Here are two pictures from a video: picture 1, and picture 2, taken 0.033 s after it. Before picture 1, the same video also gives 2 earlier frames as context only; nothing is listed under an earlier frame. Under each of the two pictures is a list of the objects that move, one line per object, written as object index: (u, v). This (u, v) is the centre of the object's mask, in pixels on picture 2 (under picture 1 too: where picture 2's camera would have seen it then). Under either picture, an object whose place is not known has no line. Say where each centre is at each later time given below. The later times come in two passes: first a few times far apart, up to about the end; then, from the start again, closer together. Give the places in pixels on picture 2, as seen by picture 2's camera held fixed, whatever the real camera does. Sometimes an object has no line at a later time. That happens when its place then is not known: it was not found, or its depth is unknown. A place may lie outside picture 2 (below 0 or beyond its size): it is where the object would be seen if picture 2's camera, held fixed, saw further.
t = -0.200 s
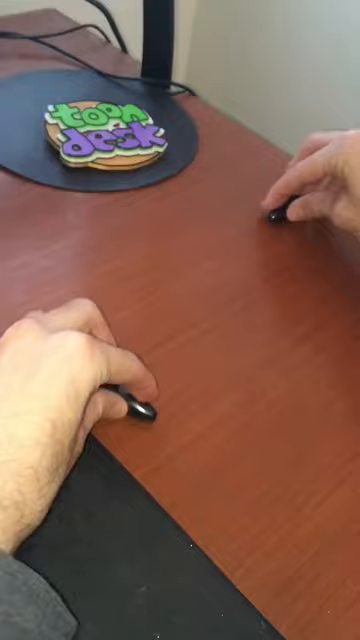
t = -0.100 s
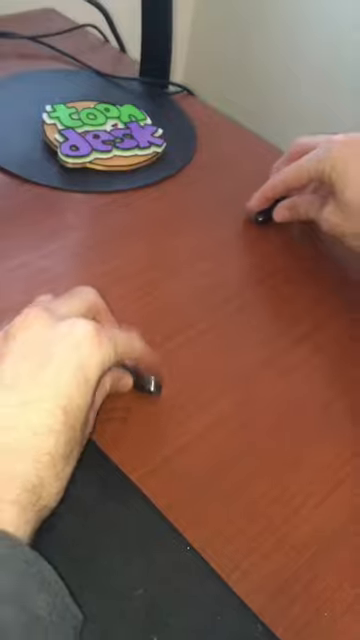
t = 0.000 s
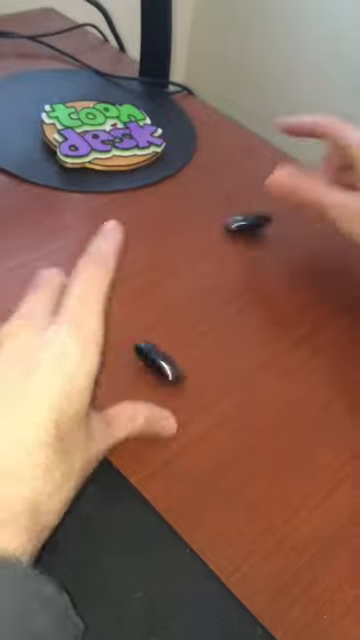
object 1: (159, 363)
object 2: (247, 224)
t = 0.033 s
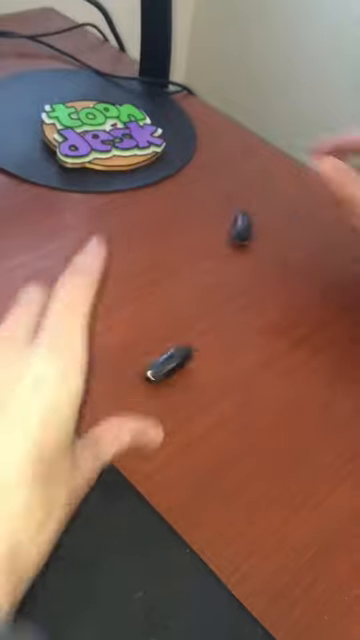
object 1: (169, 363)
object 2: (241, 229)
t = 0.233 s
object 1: (179, 365)
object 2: (230, 234)
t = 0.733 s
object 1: (181, 371)
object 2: (232, 235)
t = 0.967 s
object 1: (185, 374)
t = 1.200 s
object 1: (181, 376)
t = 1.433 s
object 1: (183, 380)
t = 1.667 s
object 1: (180, 383)
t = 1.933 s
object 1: (182, 385)
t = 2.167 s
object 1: (180, 385)
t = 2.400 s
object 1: (180, 384)
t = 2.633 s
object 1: (179, 384)
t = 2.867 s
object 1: (177, 386)
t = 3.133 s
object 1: (175, 385)
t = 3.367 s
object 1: (174, 384)
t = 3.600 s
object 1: (173, 384)
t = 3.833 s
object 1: (173, 384)
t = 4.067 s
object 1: (173, 383)
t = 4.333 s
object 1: (174, 384)
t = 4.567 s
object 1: (176, 388)
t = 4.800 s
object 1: (169, 388)
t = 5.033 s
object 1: (171, 387)
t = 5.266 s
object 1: (171, 388)
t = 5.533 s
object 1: (173, 387)
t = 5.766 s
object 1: (170, 389)
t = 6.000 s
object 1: (172, 387)
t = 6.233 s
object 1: (172, 388)
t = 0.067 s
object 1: (172, 362)
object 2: (239, 231)
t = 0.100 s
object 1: (175, 363)
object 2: (233, 233)
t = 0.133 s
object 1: (175, 364)
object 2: (232, 234)
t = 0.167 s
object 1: (176, 364)
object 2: (232, 234)
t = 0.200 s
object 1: (177, 365)
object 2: (233, 235)
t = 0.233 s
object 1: (179, 365)
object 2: (230, 234)
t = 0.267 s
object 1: (177, 363)
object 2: (230, 235)
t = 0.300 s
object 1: (177, 364)
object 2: (230, 235)
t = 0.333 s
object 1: (178, 365)
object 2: (231, 234)
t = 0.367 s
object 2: (231, 233)
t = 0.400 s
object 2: (231, 234)
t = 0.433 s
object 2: (232, 234)
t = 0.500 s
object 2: (232, 235)
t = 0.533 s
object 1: (181, 368)
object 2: (231, 235)
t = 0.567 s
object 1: (180, 368)
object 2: (231, 235)
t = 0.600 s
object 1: (182, 370)
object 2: (231, 235)
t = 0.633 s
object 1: (182, 370)
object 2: (231, 234)
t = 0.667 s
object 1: (182, 371)
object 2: (232, 234)
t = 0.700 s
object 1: (181, 370)
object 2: (231, 235)
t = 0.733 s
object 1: (181, 371)
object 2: (232, 235)
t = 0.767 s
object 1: (183, 372)
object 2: (231, 235)
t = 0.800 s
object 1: (183, 372)
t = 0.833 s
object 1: (183, 371)
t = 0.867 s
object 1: (184, 372)
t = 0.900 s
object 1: (183, 373)
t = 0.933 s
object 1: (185, 375)
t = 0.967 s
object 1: (185, 374)
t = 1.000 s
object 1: (184, 374)
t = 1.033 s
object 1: (183, 375)
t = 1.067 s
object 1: (183, 375)
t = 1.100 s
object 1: (183, 375)
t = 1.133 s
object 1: (183, 375)
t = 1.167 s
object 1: (181, 375)
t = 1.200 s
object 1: (181, 376)
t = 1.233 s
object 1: (182, 377)
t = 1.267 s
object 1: (182, 377)
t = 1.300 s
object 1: (182, 377)
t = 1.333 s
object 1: (182, 377)
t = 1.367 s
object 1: (181, 378)
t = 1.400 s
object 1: (183, 379)
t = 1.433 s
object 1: (183, 380)
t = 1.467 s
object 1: (182, 381)
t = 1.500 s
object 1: (181, 381)
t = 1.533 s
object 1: (181, 382)
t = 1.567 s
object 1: (181, 382)
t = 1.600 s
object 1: (181, 383)
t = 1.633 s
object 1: (180, 383)
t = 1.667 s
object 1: (180, 383)
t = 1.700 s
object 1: (180, 383)
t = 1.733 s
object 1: (180, 384)
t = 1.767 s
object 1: (182, 384)
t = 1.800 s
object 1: (182, 384)
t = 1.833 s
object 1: (182, 384)
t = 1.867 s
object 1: (181, 384)
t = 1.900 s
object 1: (182, 384)
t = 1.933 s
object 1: (182, 385)
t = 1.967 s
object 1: (182, 386)
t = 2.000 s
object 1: (182, 386)
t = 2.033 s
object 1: (181, 385)
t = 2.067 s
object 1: (181, 385)
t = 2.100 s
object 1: (180, 385)
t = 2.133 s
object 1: (180, 385)
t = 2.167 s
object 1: (180, 385)
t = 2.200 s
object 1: (180, 384)
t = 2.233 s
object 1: (180, 384)
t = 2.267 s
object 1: (179, 385)
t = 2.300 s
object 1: (179, 385)
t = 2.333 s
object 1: (179, 385)
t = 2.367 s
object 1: (180, 385)
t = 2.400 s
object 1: (180, 384)
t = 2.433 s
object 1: (179, 384)
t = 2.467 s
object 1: (179, 384)
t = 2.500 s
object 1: (179, 384)
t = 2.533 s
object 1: (179, 385)
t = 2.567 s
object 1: (179, 385)
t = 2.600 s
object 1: (179, 384)
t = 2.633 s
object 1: (179, 384)
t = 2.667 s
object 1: (178, 384)
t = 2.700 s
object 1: (177, 385)
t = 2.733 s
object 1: (178, 386)
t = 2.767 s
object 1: (179, 387)
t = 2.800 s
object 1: (178, 386)
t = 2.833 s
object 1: (178, 385)
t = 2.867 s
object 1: (177, 386)
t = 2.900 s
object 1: (177, 386)
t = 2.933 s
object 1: (177, 386)
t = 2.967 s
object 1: (176, 386)
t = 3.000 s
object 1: (176, 386)
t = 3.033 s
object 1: (176, 386)
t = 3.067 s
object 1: (175, 385)
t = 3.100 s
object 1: (175, 385)
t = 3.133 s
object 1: (175, 385)
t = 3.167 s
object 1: (174, 385)
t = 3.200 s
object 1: (174, 385)
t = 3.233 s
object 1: (174, 385)
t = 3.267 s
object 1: (174, 385)
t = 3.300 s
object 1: (174, 385)
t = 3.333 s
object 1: (174, 384)
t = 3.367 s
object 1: (174, 384)
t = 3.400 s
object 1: (174, 384)
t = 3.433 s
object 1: (174, 384)
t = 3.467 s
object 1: (174, 385)
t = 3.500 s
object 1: (174, 385)
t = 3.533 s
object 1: (174, 385)
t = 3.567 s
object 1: (173, 384)
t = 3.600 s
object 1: (173, 384)
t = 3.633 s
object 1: (172, 384)
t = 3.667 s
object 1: (172, 384)
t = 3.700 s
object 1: (172, 384)
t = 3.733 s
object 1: (172, 384)
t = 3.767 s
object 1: (172, 383)
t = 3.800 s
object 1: (172, 384)
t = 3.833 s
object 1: (173, 384)
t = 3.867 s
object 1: (174, 383)
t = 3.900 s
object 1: (174, 383)
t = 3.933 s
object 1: (173, 383)
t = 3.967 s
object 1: (173, 383)
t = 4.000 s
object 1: (173, 383)
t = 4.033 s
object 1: (173, 383)
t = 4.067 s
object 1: (173, 383)
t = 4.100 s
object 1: (172, 384)
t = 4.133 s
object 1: (173, 384)
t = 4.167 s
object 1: (173, 383)
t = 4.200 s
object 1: (174, 383)
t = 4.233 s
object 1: (174, 383)
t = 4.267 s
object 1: (175, 383)
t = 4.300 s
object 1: (175, 383)
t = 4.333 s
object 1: (174, 384)
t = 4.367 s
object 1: (174, 385)
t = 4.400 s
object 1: (175, 386)
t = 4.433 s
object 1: (176, 387)
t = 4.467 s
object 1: (176, 387)
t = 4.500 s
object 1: (176, 388)
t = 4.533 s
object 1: (176, 388)
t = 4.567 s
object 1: (176, 388)
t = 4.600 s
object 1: (174, 388)
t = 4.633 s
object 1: (173, 389)
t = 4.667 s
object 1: (172, 390)
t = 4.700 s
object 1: (172, 390)
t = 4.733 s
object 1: (171, 389)
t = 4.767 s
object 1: (170, 389)
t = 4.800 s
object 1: (169, 388)
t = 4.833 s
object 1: (169, 388)
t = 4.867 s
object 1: (169, 388)
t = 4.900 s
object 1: (170, 388)
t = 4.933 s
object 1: (171, 387)
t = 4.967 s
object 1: (171, 386)
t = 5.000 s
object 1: (171, 386)
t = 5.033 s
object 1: (171, 387)
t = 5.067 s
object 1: (171, 387)
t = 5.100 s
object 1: (171, 387)
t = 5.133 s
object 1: (171, 387)
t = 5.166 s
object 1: (170, 387)
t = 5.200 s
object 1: (170, 387)
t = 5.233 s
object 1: (171, 387)
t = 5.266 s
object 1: (171, 388)
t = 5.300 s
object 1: (172, 387)
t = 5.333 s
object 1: (172, 387)
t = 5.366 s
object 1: (173, 387)
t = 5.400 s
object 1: (173, 387)
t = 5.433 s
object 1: (173, 387)
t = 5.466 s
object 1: (173, 387)
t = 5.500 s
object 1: (173, 387)
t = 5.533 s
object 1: (173, 387)
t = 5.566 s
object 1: (173, 387)
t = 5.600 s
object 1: (173, 388)
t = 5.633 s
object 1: (174, 390)
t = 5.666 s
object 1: (174, 390)
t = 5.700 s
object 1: (172, 390)
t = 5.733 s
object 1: (170, 389)
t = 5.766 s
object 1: (170, 389)
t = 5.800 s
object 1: (169, 389)
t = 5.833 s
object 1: (169, 389)
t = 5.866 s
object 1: (170, 389)
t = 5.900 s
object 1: (170, 388)
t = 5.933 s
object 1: (171, 388)
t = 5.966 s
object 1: (171, 388)
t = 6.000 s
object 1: (172, 387)
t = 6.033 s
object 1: (172, 386)
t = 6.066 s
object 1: (172, 386)
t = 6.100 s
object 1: (172, 386)
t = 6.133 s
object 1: (172, 387)
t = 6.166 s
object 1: (172, 387)
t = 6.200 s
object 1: (172, 388)
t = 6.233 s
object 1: (172, 388)
